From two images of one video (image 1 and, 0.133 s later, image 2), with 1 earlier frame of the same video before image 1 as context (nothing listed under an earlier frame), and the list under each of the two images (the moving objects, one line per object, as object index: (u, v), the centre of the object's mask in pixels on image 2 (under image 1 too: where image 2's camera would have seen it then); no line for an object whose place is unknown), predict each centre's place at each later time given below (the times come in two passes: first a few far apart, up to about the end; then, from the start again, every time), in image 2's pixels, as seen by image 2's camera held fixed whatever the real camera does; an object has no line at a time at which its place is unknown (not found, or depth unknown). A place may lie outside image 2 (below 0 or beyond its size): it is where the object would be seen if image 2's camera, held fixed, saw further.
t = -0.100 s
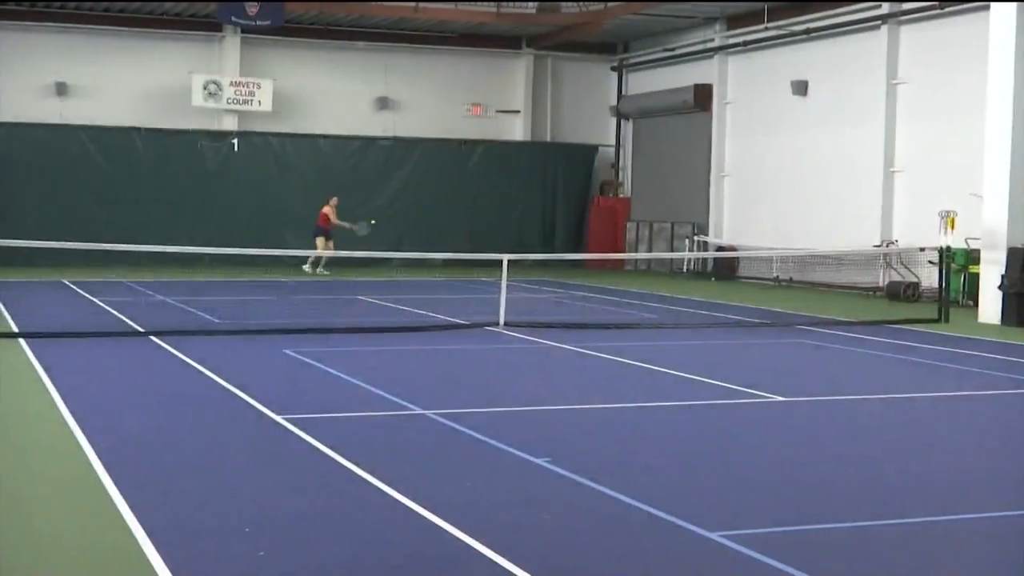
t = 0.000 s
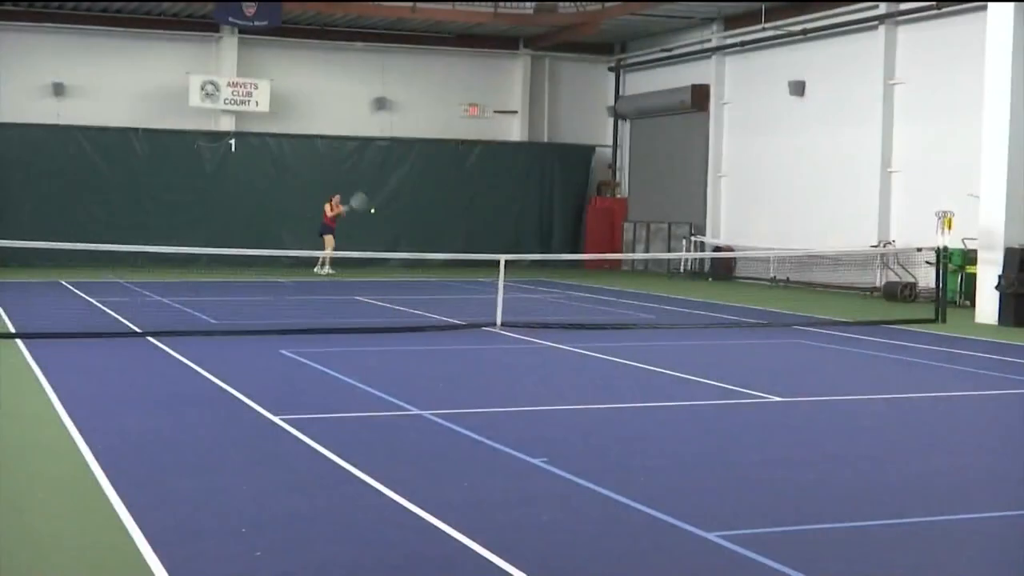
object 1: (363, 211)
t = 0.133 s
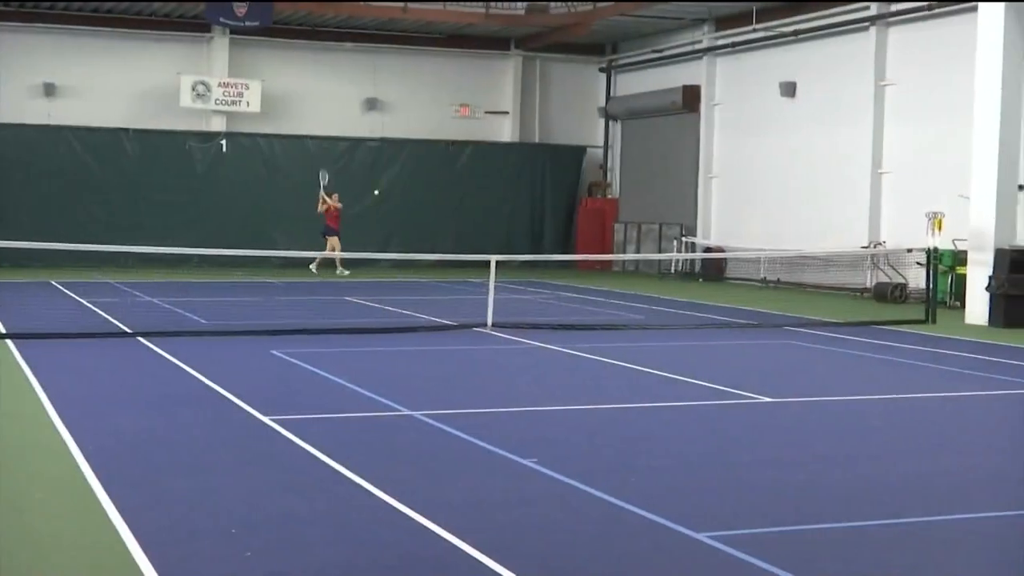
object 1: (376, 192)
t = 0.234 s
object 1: (386, 183)
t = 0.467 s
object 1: (415, 185)
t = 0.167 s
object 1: (379, 189)
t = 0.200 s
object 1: (383, 185)
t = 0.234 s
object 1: (386, 183)
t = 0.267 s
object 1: (390, 181)
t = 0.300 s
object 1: (394, 180)
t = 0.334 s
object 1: (398, 179)
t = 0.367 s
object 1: (402, 179)
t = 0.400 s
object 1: (406, 180)
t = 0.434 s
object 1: (411, 182)
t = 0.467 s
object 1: (415, 185)
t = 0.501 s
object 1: (420, 189)
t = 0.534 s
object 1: (425, 194)
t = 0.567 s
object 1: (431, 200)
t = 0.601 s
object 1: (436, 207)
